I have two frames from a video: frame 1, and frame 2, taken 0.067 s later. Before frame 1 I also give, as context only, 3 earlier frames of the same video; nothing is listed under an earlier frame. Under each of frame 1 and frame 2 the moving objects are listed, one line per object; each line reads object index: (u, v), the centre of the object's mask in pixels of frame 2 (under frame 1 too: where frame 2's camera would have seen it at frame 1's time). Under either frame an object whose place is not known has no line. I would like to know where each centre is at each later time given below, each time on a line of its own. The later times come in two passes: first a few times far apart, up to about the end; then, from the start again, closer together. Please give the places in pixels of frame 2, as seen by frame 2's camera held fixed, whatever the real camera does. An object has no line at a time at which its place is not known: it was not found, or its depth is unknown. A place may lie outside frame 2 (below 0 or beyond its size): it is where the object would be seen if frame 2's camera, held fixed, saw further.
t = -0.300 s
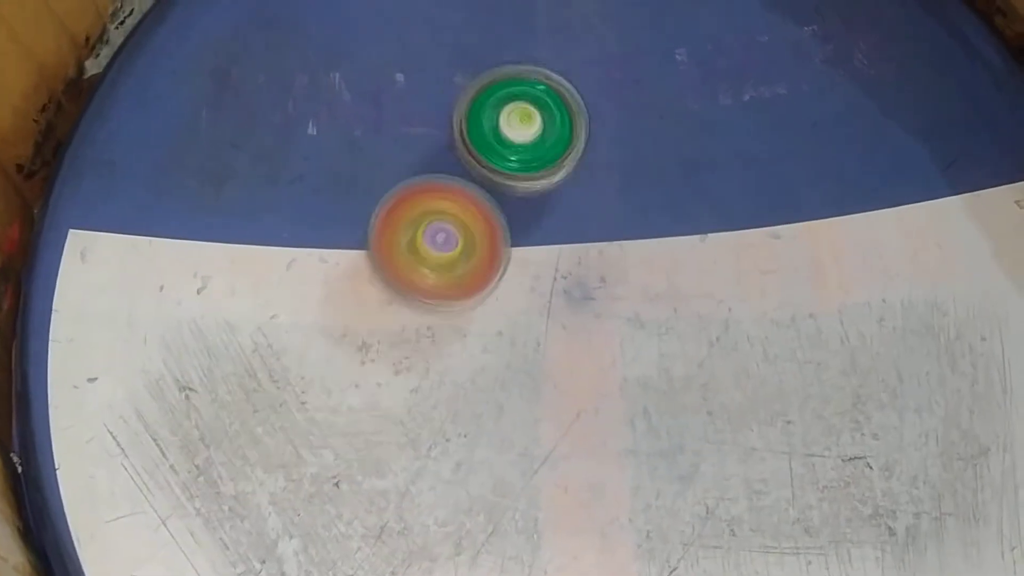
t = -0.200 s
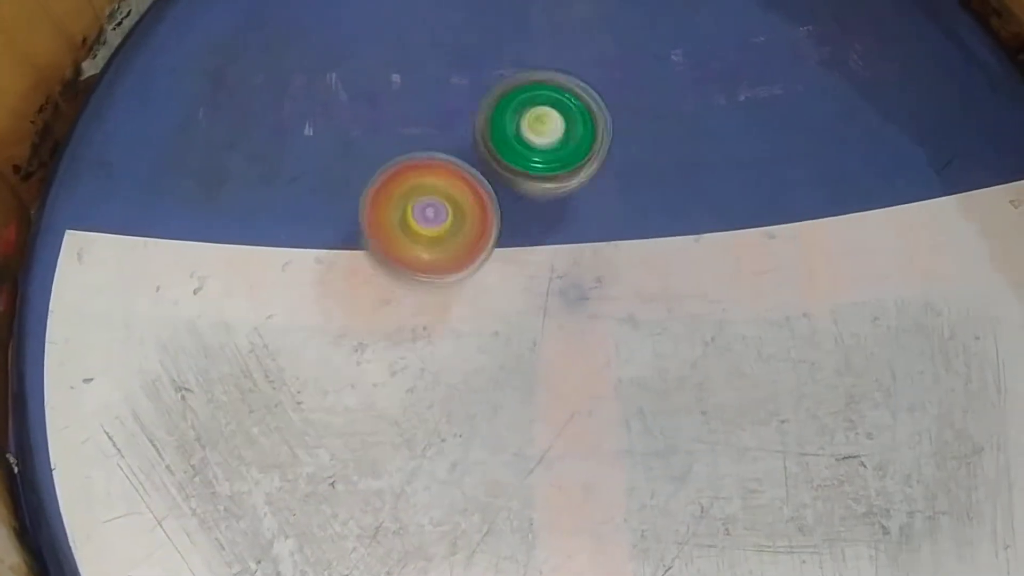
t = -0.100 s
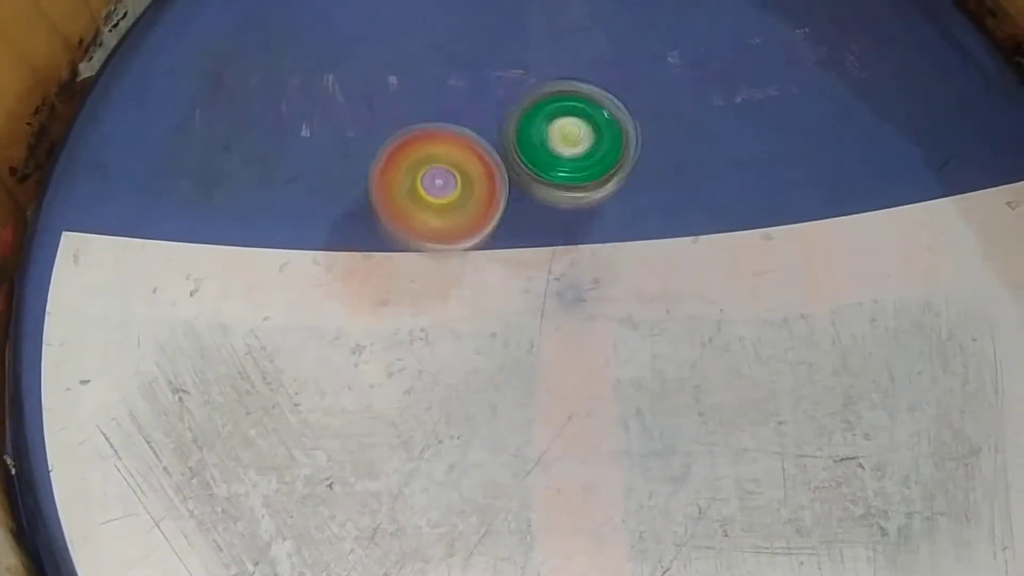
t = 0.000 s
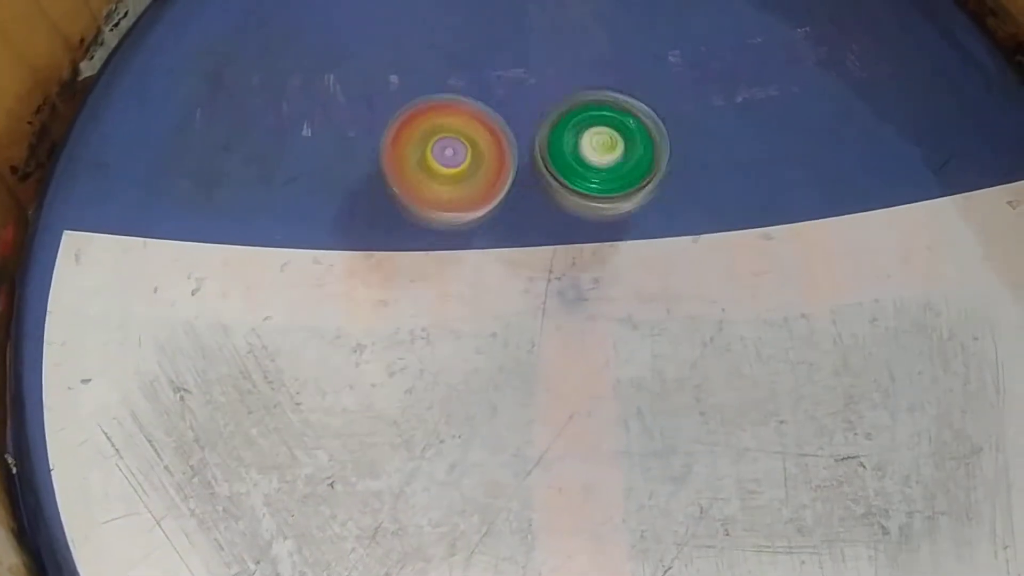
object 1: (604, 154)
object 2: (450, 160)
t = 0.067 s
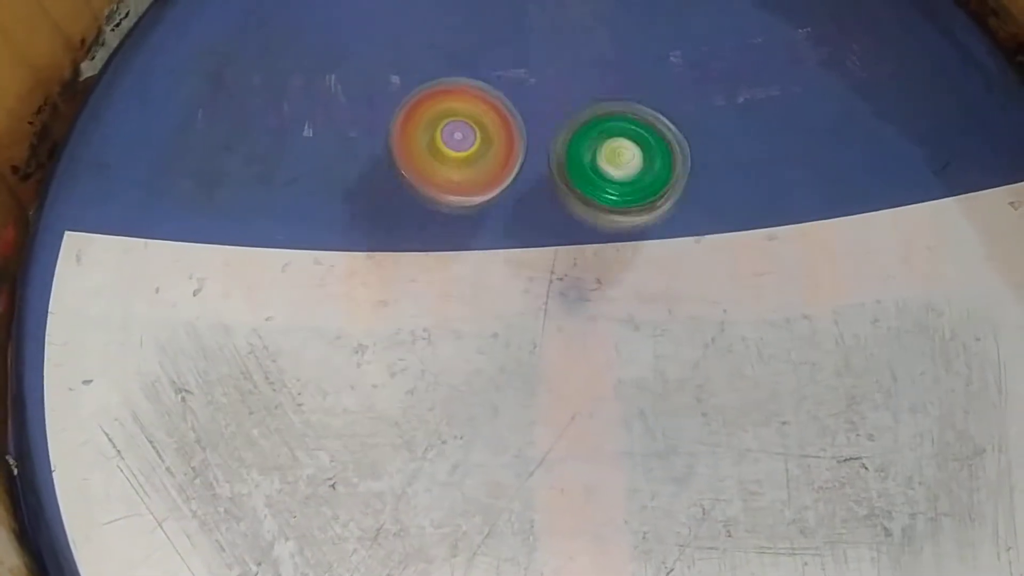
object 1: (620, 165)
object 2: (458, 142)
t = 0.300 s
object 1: (655, 212)
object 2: (482, 94)
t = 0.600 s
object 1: (633, 275)
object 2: (507, 83)
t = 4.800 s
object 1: (627, 253)
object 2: (491, 147)
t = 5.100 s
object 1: (598, 332)
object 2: (490, 152)
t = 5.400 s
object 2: (534, 176)
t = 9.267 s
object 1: (432, 264)
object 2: (564, 147)
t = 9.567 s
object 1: (380, 203)
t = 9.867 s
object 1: (444, 174)
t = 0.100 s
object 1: (627, 171)
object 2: (461, 134)
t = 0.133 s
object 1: (634, 177)
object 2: (465, 126)
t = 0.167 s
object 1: (640, 183)
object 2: (469, 119)
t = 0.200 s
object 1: (644, 191)
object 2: (472, 112)
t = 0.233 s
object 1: (649, 198)
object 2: (475, 105)
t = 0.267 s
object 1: (652, 204)
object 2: (479, 99)
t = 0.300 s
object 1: (655, 212)
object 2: (482, 94)
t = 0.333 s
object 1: (656, 220)
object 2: (486, 90)
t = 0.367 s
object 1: (656, 227)
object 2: (489, 85)
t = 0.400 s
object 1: (656, 235)
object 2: (491, 82)
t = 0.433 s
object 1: (654, 243)
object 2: (494, 80)
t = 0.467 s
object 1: (651, 249)
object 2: (496, 79)
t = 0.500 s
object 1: (648, 257)
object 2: (499, 79)
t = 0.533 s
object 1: (645, 262)
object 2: (502, 80)
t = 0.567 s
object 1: (640, 268)
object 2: (505, 81)
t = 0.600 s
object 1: (633, 275)
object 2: (507, 83)
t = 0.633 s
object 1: (626, 281)
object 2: (511, 86)
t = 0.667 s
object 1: (621, 286)
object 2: (516, 90)
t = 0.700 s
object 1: (615, 292)
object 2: (522, 96)
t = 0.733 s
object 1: (608, 296)
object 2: (528, 101)
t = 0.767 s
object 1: (600, 298)
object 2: (535, 106)
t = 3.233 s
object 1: (558, 232)
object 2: (452, 329)
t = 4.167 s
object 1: (622, 130)
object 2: (432, 199)
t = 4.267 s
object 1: (649, 140)
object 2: (436, 194)
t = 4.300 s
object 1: (655, 145)
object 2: (439, 192)
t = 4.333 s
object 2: (443, 190)
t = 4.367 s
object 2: (445, 188)
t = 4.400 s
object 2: (449, 187)
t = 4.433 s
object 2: (454, 185)
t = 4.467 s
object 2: (459, 183)
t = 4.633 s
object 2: (488, 172)
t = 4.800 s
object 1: (627, 253)
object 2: (491, 147)
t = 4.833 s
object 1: (626, 262)
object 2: (491, 146)
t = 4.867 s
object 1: (624, 271)
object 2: (490, 144)
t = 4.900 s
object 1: (620, 280)
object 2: (488, 143)
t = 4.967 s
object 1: (615, 298)
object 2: (487, 144)
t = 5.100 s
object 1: (598, 332)
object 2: (490, 152)
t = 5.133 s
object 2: (492, 155)
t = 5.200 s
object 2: (498, 162)
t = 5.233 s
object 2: (503, 164)
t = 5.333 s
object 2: (519, 171)
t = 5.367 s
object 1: (537, 380)
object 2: (525, 174)
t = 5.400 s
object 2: (534, 176)
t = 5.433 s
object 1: (518, 382)
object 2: (541, 178)
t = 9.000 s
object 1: (517, 300)
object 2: (510, 119)
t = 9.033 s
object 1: (508, 295)
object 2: (517, 121)
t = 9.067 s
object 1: (496, 291)
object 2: (523, 124)
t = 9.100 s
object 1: (484, 286)
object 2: (528, 127)
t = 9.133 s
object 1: (475, 283)
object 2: (534, 131)
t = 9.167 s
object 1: (464, 278)
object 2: (541, 135)
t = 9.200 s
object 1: (452, 274)
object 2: (548, 138)
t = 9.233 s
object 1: (443, 269)
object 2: (556, 142)
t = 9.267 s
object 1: (432, 264)
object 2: (564, 147)
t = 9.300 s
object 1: (423, 258)
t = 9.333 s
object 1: (416, 252)
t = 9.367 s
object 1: (407, 245)
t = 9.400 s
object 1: (400, 238)
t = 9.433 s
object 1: (393, 232)
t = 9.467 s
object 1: (387, 224)
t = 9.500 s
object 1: (385, 217)
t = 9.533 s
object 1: (382, 210)
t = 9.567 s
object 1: (380, 203)
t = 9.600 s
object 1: (382, 196)
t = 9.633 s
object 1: (385, 190)
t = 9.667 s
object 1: (390, 185)
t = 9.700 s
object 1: (398, 183)
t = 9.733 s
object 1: (405, 179)
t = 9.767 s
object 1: (416, 176)
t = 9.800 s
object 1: (425, 175)
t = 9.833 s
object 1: (434, 175)
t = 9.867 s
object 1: (444, 174)
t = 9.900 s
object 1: (455, 175)
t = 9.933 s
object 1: (465, 176)
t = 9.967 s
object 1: (477, 177)
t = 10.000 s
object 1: (487, 178)
